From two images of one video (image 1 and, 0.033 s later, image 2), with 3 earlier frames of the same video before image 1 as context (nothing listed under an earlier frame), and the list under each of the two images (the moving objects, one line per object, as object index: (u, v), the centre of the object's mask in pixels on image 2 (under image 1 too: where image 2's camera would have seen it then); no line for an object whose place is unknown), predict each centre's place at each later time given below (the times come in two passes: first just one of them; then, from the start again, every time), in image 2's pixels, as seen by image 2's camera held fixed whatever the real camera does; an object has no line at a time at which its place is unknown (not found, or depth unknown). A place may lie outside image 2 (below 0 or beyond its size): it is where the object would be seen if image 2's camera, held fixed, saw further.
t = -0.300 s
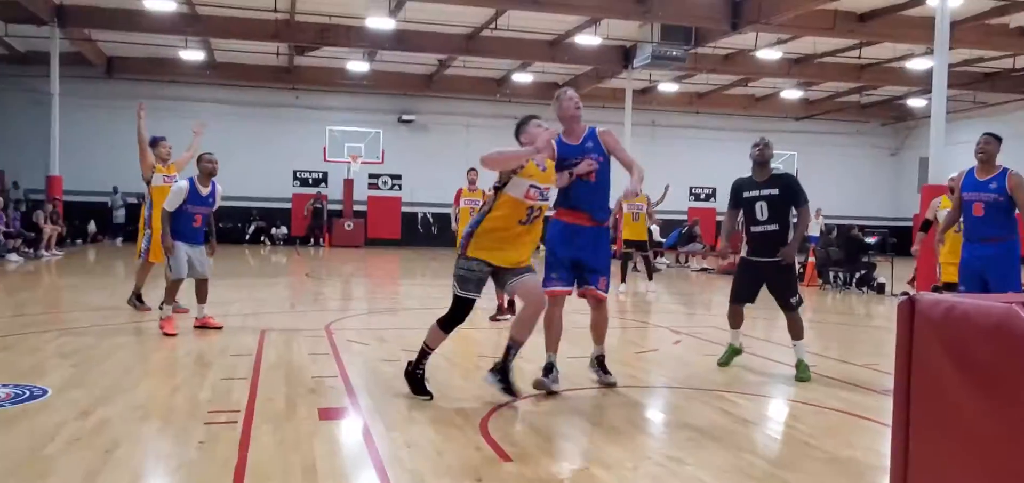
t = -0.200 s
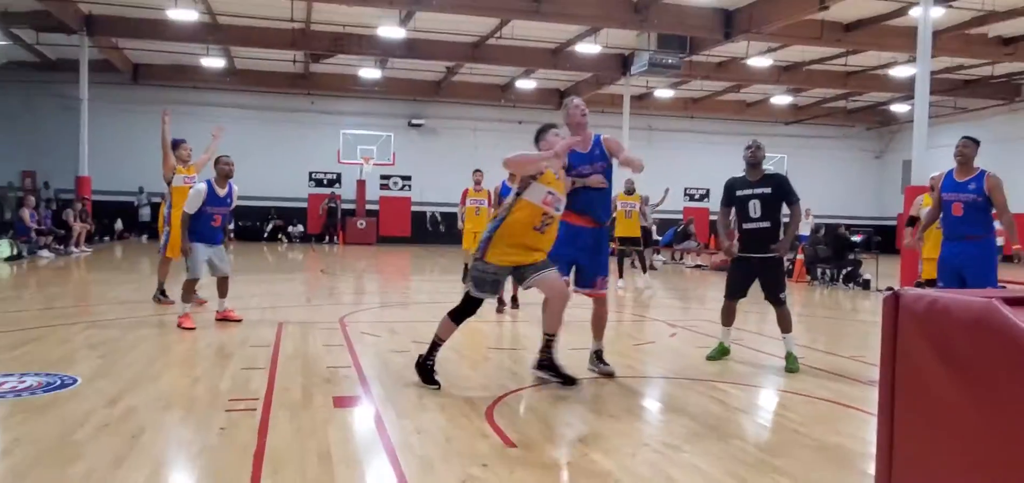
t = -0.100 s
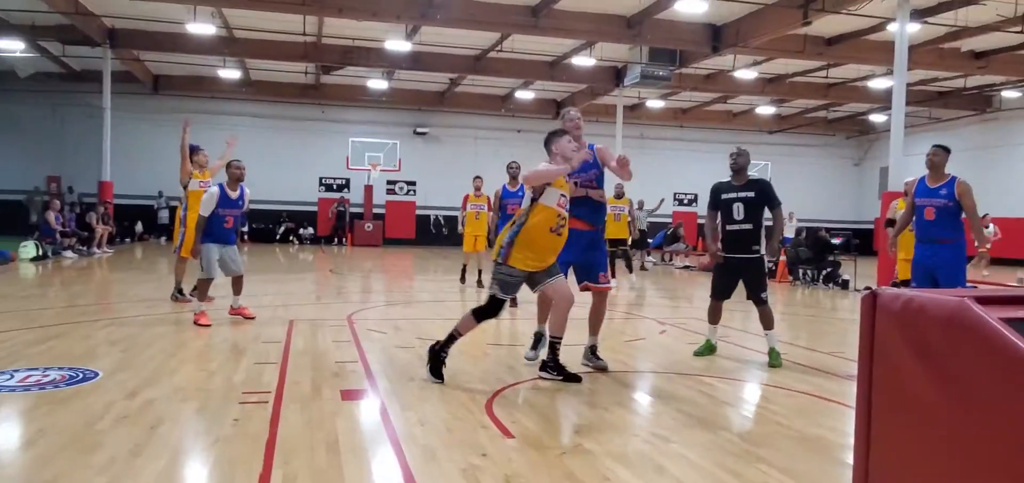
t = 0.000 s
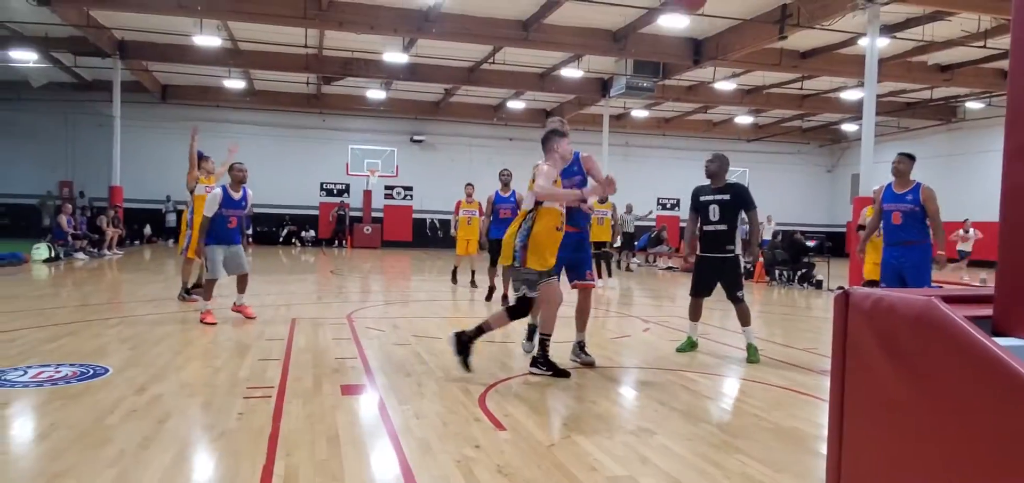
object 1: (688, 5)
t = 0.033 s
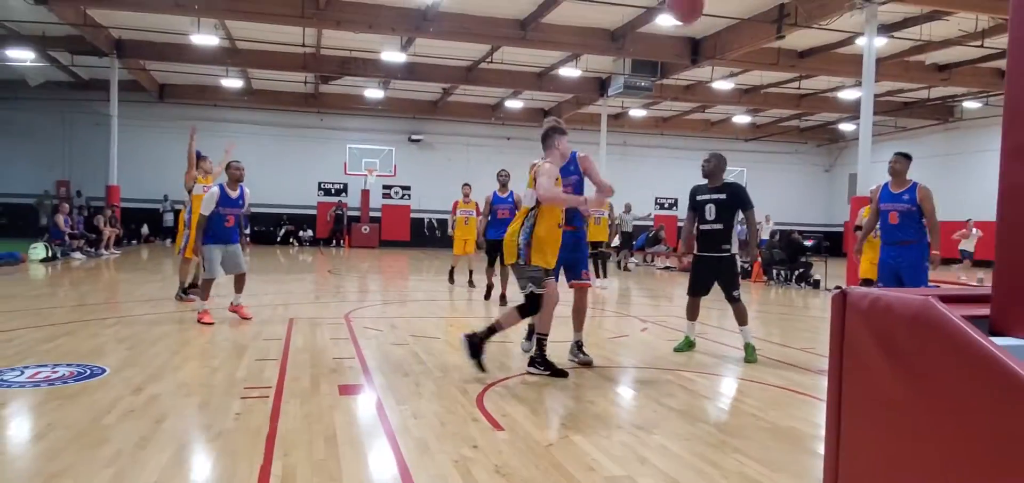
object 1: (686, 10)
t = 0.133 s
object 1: (677, 55)
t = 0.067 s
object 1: (682, 20)
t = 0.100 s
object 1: (680, 40)
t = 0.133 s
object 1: (677, 55)
